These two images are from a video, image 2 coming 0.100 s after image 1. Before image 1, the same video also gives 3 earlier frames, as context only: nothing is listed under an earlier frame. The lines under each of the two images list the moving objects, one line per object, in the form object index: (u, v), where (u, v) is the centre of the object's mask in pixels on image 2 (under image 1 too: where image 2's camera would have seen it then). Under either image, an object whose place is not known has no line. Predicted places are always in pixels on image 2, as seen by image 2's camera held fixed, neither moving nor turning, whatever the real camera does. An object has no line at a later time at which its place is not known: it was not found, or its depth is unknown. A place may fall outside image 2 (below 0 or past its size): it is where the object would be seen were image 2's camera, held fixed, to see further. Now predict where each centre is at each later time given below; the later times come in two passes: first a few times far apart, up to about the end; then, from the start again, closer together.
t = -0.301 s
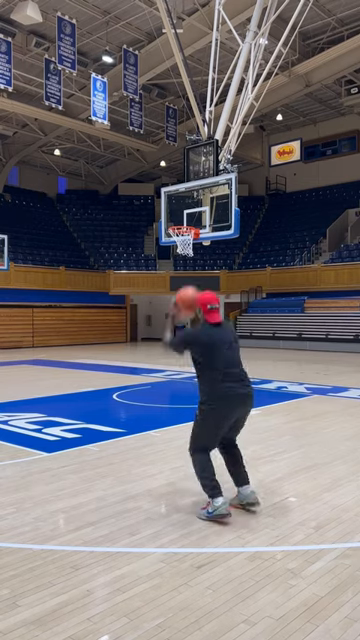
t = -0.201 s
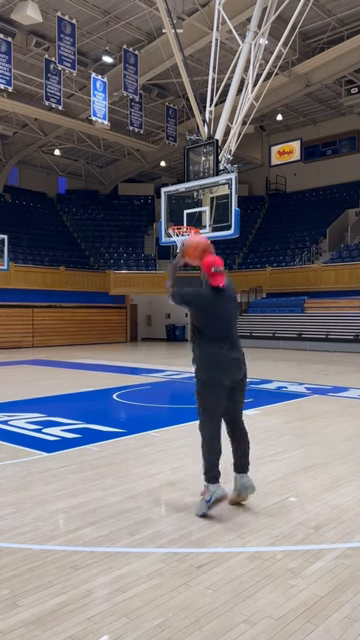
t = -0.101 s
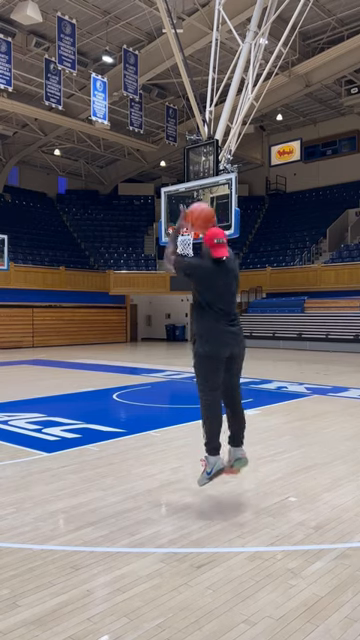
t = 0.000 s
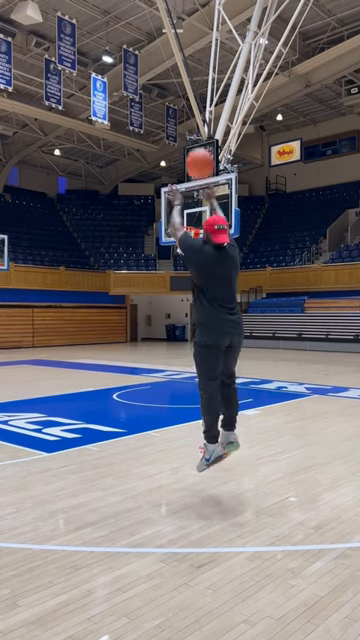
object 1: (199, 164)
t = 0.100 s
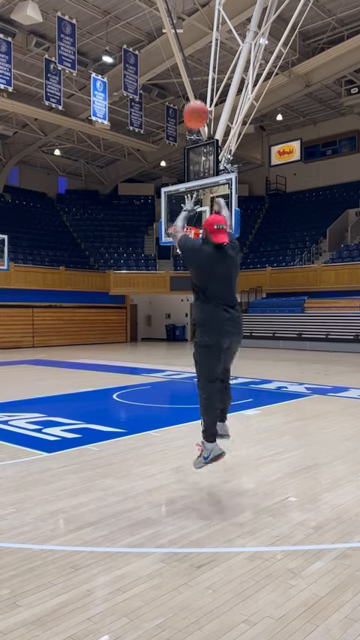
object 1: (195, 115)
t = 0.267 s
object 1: (191, 71)
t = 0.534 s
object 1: (188, 65)
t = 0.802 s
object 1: (184, 106)
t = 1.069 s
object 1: (182, 178)
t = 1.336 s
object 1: (181, 250)
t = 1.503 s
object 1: (180, 275)
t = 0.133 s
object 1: (195, 103)
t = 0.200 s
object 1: (193, 83)
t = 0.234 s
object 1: (192, 76)
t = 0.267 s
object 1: (191, 71)
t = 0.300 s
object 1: (190, 66)
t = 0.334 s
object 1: (190, 63)
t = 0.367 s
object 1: (189, 62)
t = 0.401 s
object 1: (189, 60)
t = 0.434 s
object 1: (189, 60)
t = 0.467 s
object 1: (189, 61)
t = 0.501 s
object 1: (188, 63)
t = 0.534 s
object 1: (188, 65)
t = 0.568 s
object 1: (187, 68)
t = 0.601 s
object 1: (186, 71)
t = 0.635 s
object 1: (185, 76)
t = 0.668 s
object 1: (185, 80)
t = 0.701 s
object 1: (185, 87)
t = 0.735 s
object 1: (185, 93)
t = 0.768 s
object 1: (184, 100)
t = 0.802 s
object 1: (184, 106)
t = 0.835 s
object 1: (184, 114)
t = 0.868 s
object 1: (184, 121)
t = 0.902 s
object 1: (184, 130)
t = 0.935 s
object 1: (183, 139)
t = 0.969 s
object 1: (183, 149)
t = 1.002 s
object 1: (182, 159)
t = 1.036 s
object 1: (182, 168)
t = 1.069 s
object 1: (182, 178)
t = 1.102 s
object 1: (182, 189)
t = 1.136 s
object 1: (182, 200)
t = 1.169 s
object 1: (181, 210)
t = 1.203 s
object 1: (181, 220)
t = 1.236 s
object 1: (181, 232)
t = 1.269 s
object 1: (181, 233)
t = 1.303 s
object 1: (181, 248)
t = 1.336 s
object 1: (181, 250)
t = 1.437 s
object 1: (180, 263)
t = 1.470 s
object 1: (180, 268)
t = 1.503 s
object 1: (180, 275)
